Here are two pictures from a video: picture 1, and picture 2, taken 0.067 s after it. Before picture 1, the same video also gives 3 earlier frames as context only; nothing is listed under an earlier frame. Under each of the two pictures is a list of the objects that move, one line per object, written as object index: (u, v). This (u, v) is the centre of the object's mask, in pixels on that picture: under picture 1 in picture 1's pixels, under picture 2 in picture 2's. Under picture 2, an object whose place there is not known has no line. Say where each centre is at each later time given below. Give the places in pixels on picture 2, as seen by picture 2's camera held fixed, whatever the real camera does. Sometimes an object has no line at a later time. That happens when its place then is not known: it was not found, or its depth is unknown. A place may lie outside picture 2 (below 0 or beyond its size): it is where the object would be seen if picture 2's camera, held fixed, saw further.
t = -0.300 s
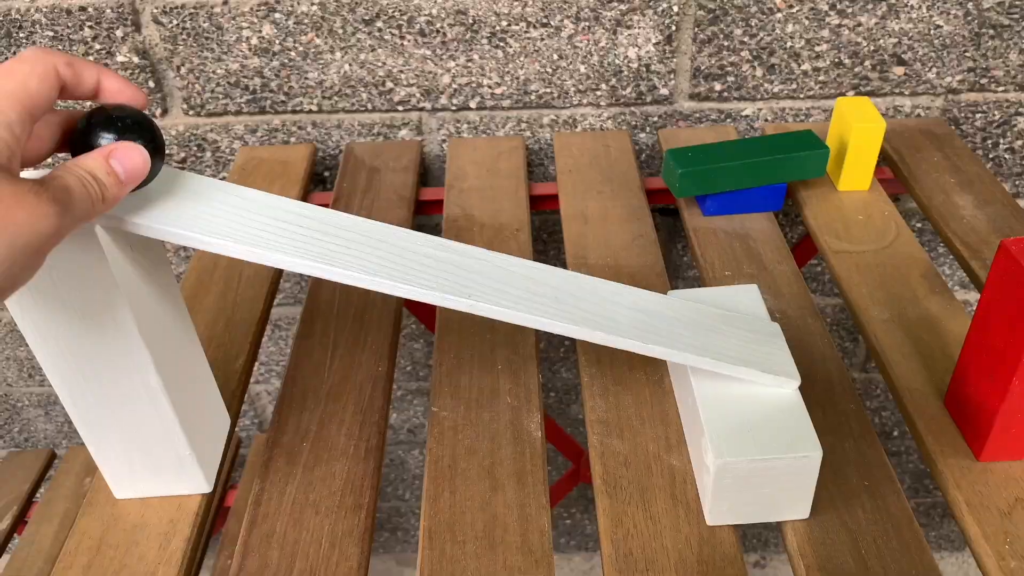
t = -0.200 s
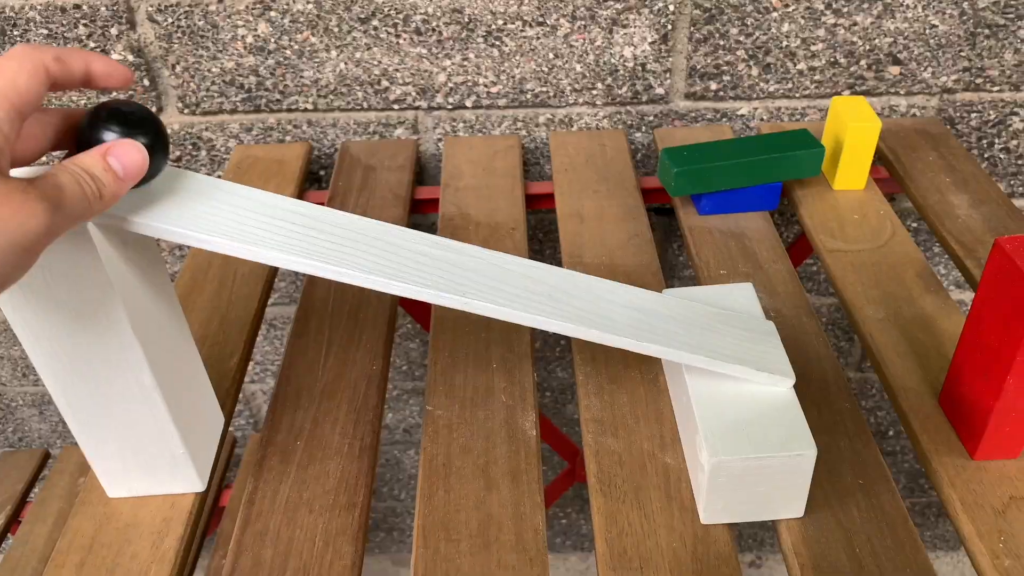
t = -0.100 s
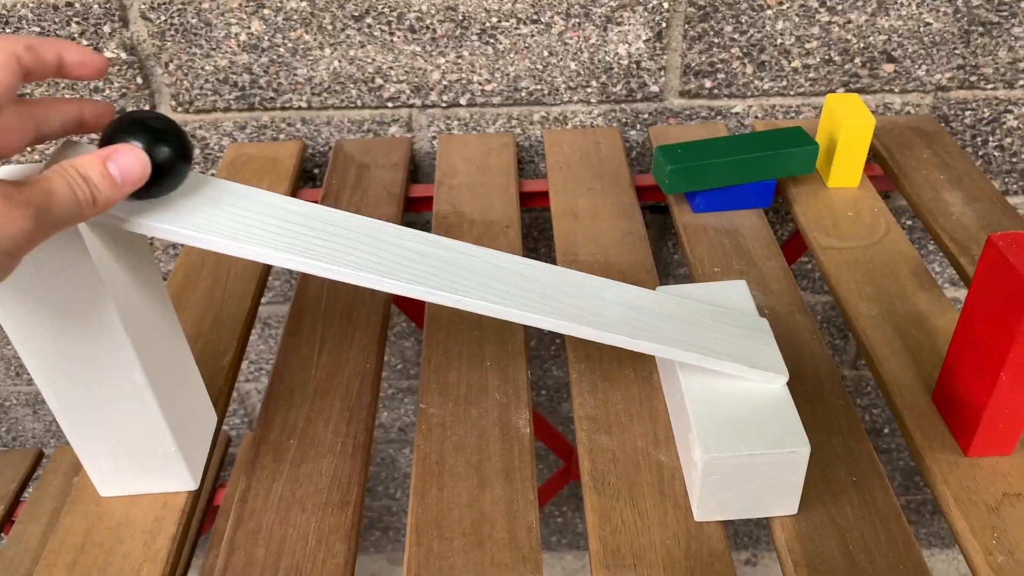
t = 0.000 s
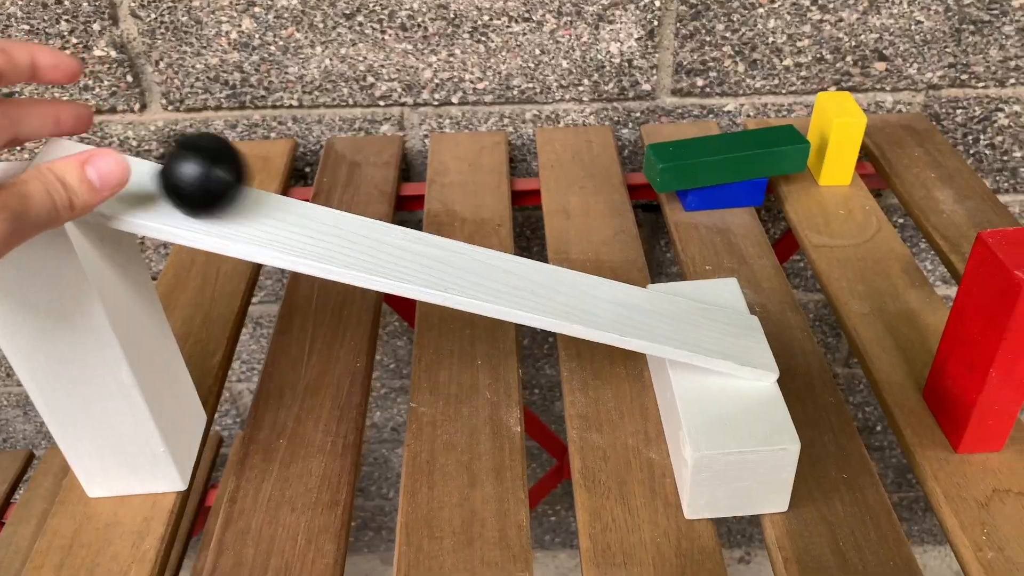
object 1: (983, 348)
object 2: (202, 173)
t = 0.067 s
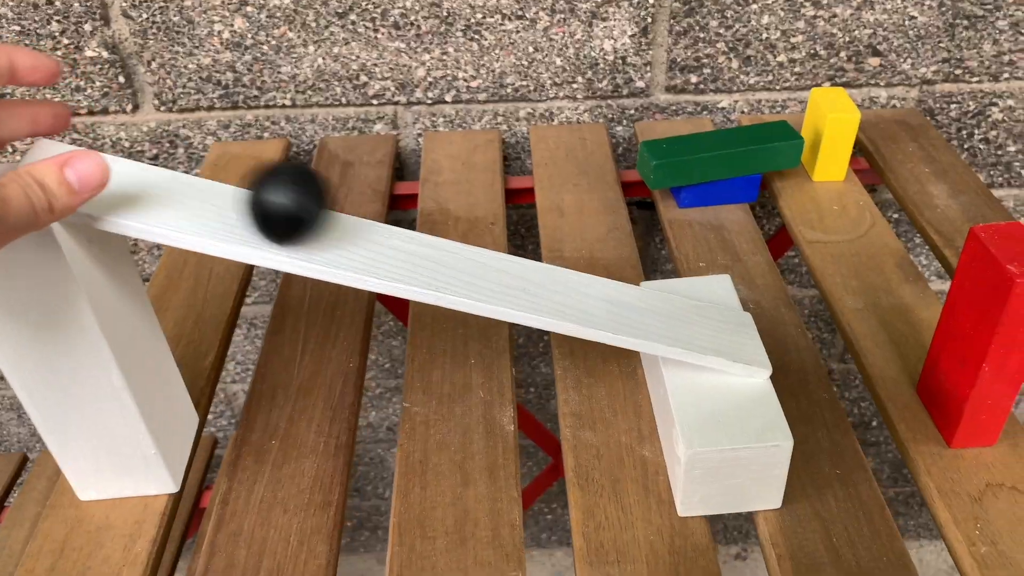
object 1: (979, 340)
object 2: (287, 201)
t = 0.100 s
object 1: (980, 339)
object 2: (340, 216)
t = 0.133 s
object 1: (982, 337)
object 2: (398, 231)
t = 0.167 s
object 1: (984, 336)
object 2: (459, 250)
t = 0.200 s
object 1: (986, 335)
